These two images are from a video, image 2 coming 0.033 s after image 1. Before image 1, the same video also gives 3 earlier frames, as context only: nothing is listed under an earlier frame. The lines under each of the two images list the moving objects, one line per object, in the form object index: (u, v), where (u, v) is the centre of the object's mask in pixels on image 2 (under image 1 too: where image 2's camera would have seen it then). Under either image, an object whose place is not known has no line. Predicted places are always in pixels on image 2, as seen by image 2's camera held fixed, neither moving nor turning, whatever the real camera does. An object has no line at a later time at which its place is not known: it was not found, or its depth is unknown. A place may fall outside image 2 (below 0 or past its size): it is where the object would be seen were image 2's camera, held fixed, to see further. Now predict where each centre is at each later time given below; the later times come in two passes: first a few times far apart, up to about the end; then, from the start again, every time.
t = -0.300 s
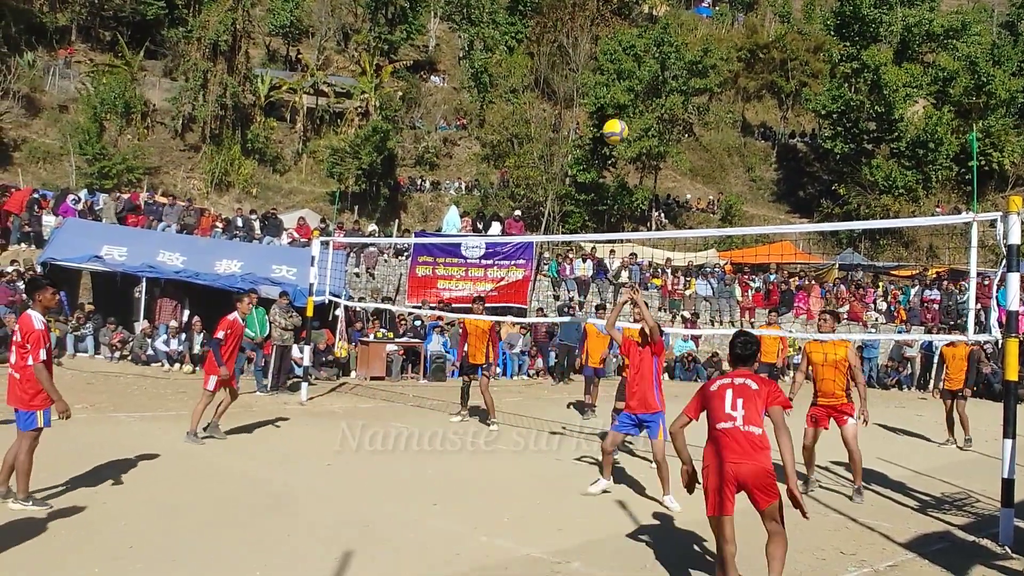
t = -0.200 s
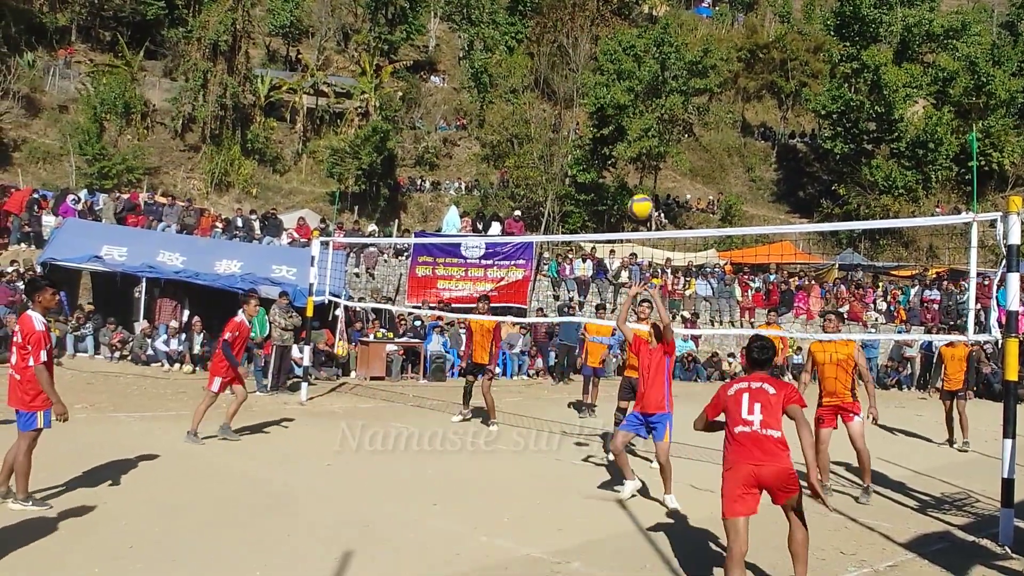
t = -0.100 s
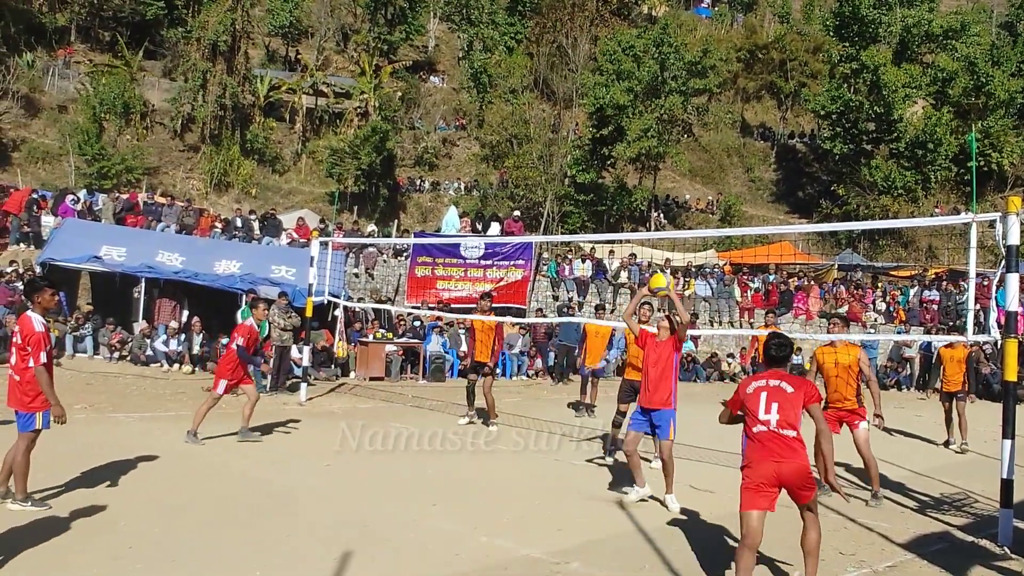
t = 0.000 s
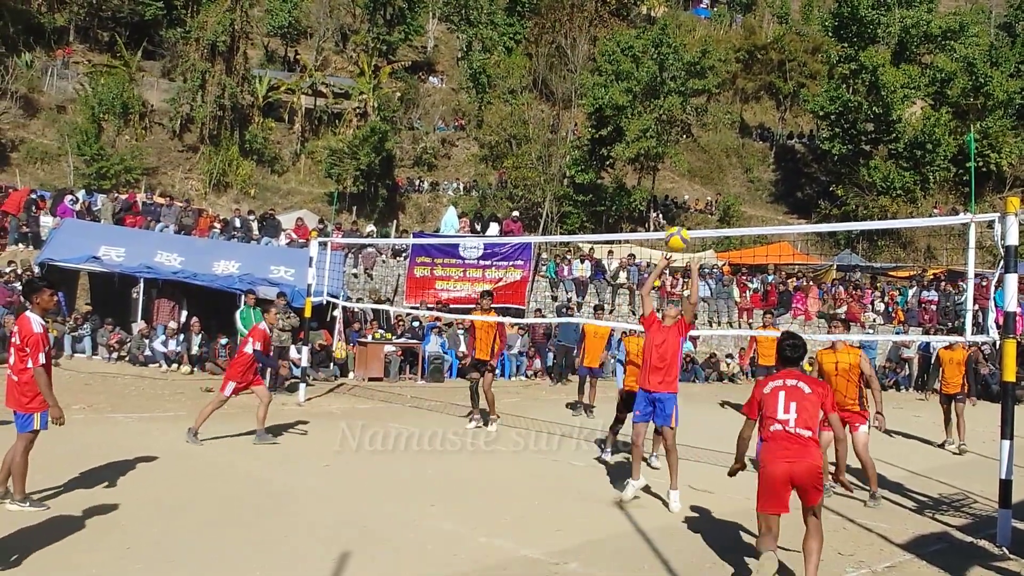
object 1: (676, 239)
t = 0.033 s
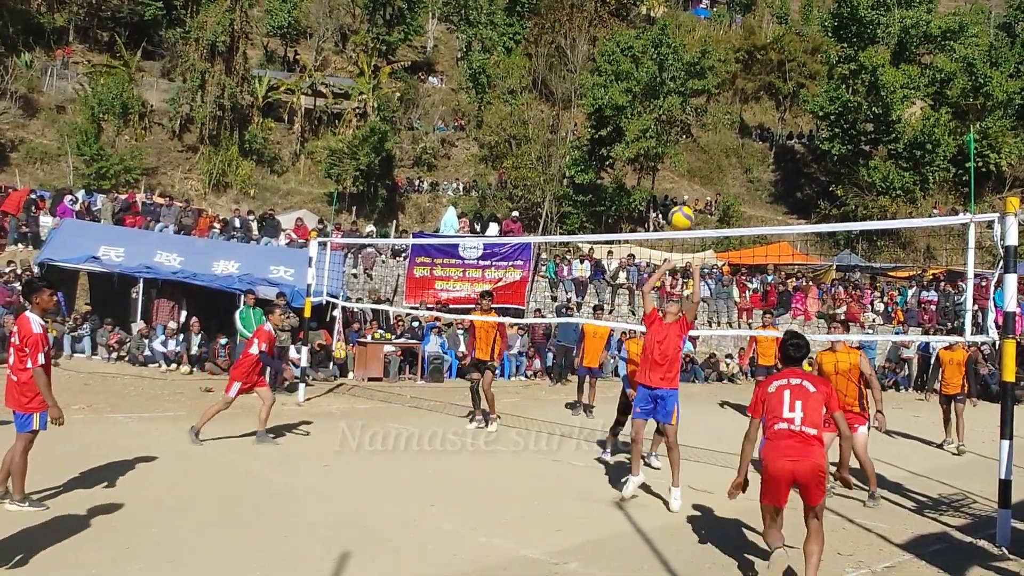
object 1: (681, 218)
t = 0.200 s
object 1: (703, 133)
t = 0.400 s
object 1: (728, 75)
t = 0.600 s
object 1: (750, 64)
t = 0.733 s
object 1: (763, 83)
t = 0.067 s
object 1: (686, 199)
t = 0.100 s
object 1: (690, 180)
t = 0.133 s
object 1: (694, 162)
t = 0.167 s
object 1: (698, 147)
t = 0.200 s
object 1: (703, 133)
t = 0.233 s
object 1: (707, 120)
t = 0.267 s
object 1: (711, 108)
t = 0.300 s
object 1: (715, 97)
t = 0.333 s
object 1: (719, 88)
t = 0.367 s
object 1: (724, 81)
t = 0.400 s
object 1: (728, 75)
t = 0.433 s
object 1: (732, 69)
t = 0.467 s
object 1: (736, 65)
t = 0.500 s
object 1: (739, 63)
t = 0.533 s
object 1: (743, 62)
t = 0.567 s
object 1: (746, 63)
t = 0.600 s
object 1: (750, 64)
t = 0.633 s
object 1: (753, 67)
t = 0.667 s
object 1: (757, 71)
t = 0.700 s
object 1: (760, 76)
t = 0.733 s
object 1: (763, 83)
